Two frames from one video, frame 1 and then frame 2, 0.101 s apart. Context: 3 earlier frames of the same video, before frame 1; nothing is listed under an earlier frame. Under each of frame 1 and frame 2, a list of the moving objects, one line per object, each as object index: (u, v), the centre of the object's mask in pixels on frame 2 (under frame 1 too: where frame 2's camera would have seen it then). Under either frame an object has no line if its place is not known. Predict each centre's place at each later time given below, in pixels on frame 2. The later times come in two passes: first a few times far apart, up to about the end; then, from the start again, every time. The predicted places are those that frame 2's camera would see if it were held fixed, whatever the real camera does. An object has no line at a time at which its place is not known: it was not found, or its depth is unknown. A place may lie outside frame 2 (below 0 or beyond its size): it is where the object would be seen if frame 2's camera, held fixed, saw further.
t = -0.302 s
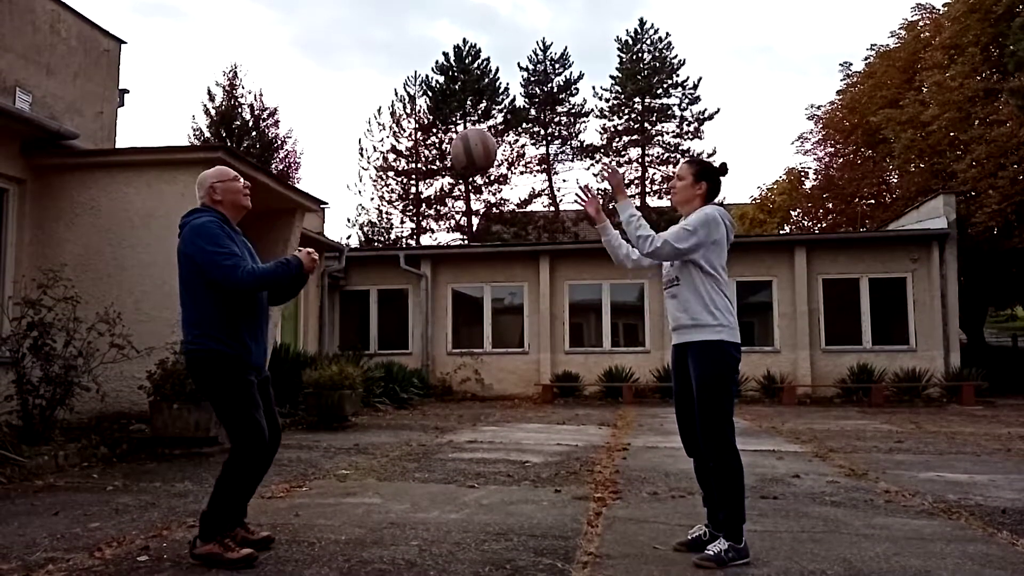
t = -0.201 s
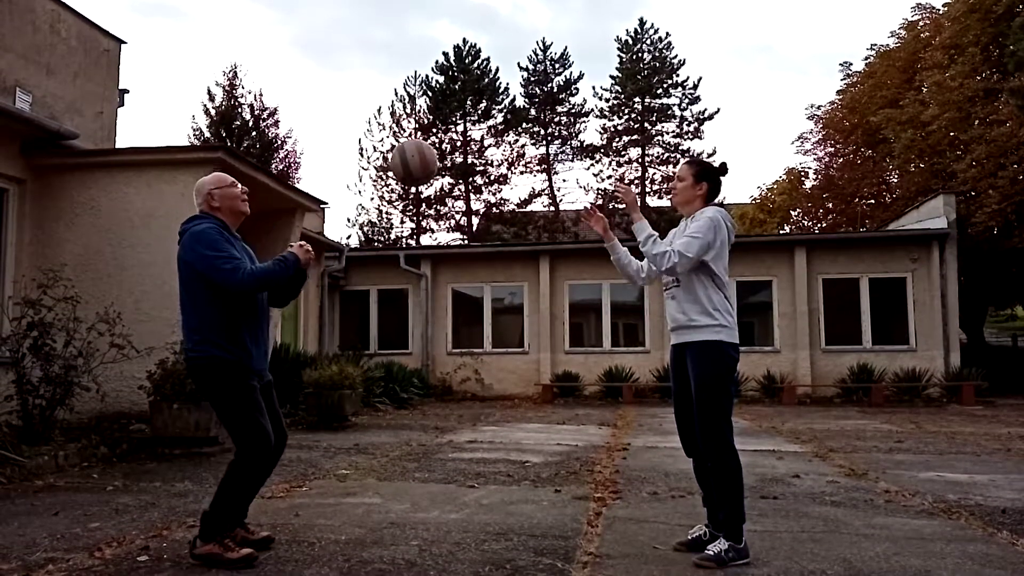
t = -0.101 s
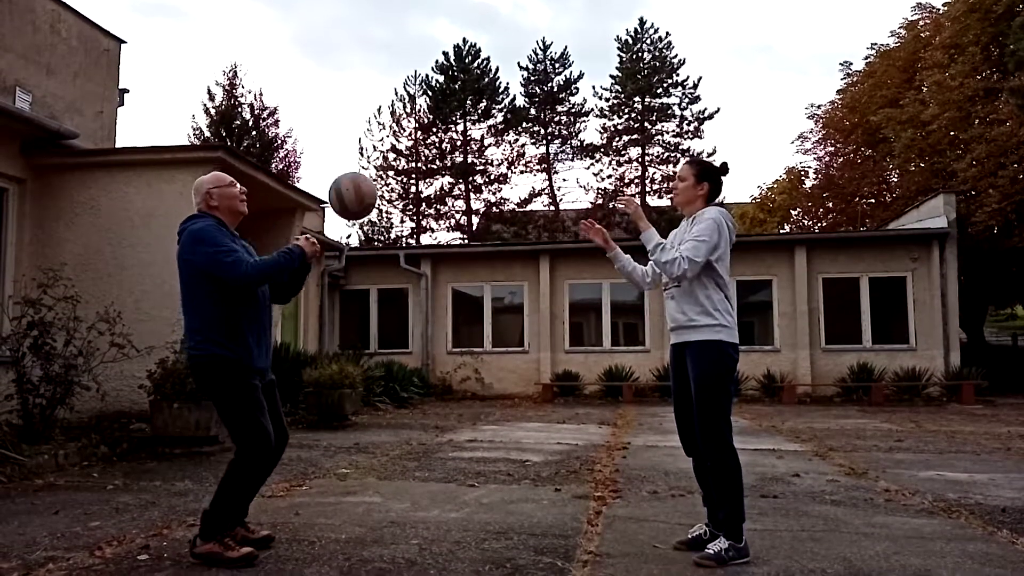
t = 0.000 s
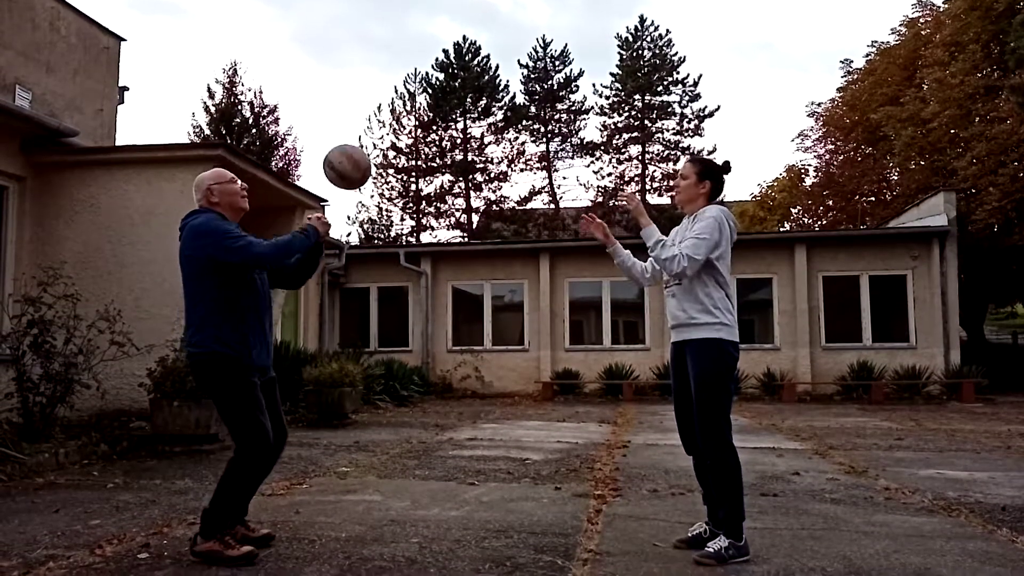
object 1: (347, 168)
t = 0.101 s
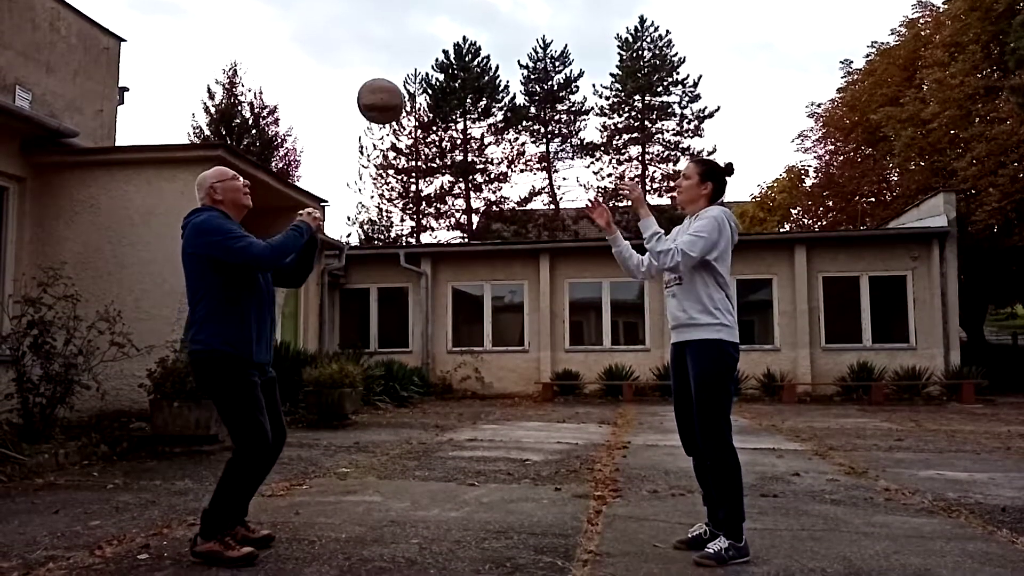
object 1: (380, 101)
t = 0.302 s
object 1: (444, 33)
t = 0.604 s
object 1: (536, 85)
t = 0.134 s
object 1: (391, 85)
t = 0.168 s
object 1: (402, 70)
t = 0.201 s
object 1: (412, 56)
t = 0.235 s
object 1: (423, 47)
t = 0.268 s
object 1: (434, 40)
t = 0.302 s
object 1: (444, 33)
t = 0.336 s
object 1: (455, 31)
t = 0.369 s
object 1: (465, 30)
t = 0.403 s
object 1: (475, 31)
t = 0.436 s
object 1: (486, 35)
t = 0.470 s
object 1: (496, 41)
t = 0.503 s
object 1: (506, 49)
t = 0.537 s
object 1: (516, 59)
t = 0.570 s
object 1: (526, 71)
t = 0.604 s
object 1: (536, 85)
